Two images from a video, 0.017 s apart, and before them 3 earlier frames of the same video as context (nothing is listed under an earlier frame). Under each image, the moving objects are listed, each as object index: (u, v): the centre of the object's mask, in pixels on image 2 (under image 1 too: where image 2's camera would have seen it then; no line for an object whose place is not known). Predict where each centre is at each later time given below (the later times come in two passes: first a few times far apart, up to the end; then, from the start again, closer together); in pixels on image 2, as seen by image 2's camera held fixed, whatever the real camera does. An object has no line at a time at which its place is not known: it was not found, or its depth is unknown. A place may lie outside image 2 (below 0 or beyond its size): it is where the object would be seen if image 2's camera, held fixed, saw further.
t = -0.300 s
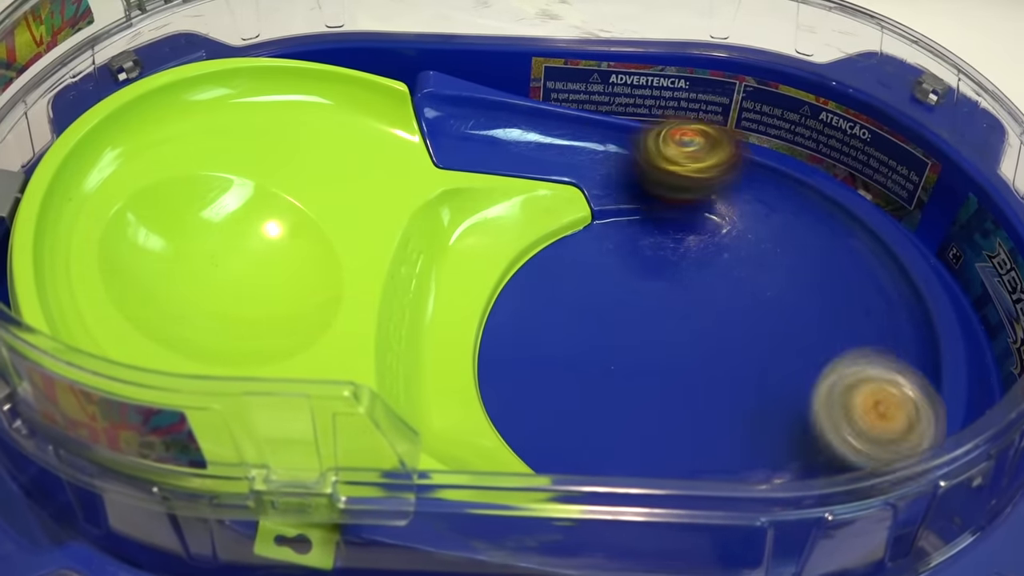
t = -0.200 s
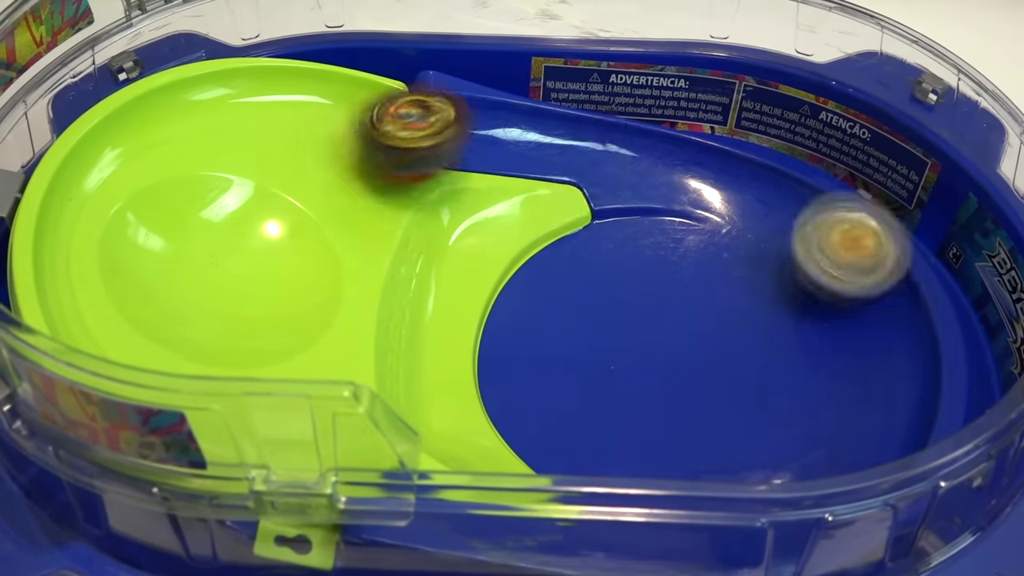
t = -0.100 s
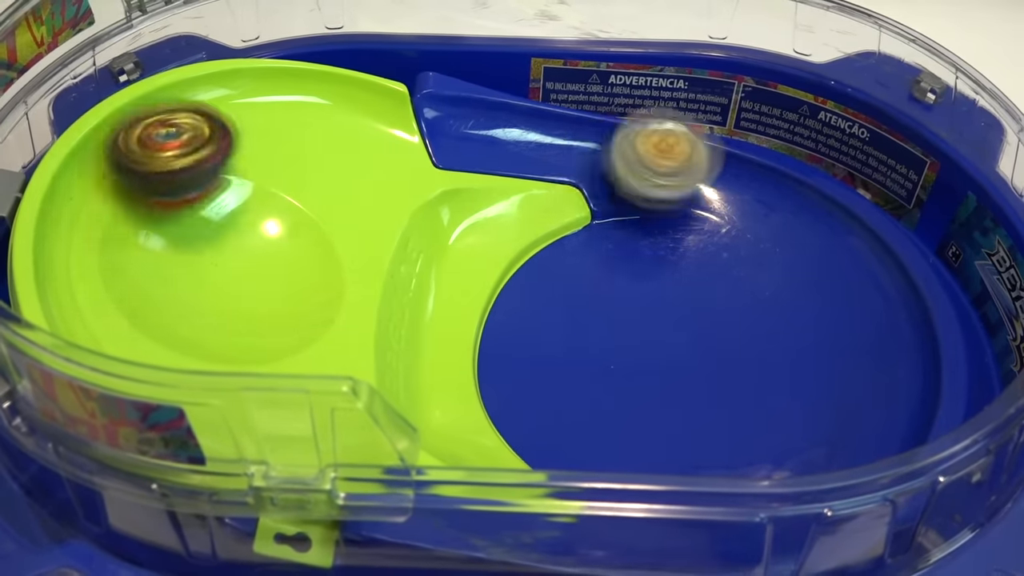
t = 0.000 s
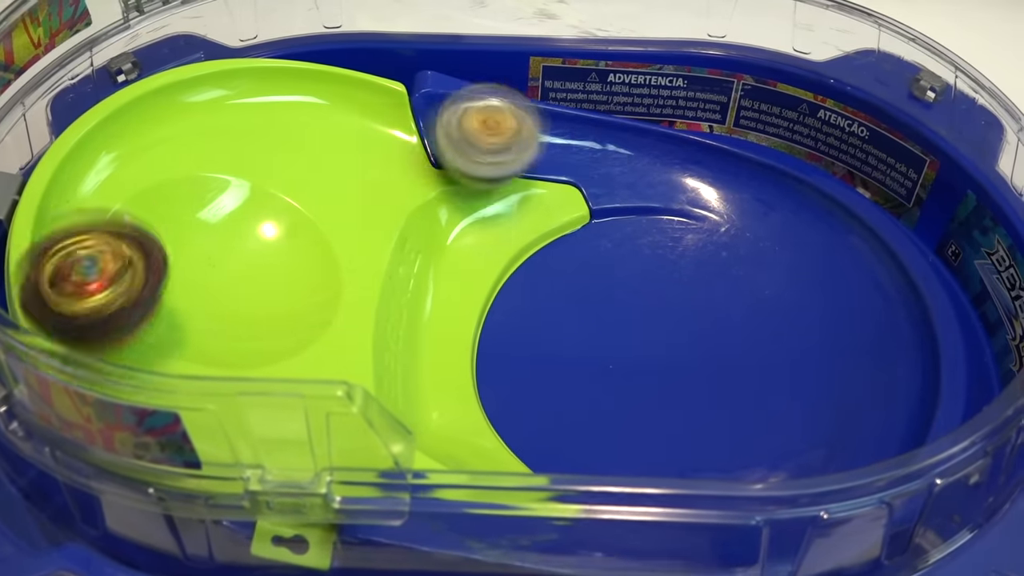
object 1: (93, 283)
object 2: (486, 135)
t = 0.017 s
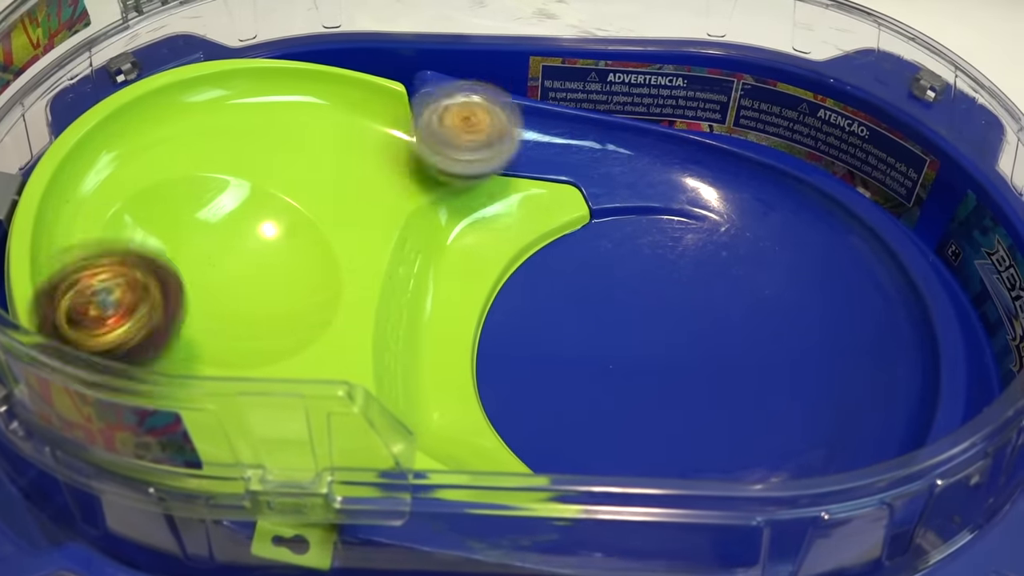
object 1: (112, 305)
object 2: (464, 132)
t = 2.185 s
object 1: (454, 382)
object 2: (178, 248)
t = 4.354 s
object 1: (584, 251)
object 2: (748, 345)
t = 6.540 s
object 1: (737, 300)
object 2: (554, 318)
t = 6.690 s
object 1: (736, 301)
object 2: (596, 314)
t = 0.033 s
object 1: (137, 340)
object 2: (446, 129)
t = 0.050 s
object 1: (175, 361)
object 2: (428, 128)
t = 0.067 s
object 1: (219, 392)
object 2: (411, 131)
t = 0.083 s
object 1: (259, 410)
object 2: (395, 135)
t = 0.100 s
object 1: (315, 414)
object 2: (380, 138)
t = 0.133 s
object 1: (420, 412)
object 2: (352, 150)
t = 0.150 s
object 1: (471, 417)
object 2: (340, 157)
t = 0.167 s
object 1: (523, 422)
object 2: (330, 166)
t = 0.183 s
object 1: (568, 428)
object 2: (323, 177)
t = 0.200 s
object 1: (618, 427)
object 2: (317, 186)
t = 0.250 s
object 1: (756, 388)
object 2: (302, 235)
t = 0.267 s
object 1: (798, 367)
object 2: (295, 249)
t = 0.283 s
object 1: (831, 344)
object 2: (288, 265)
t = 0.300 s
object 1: (868, 317)
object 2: (282, 277)
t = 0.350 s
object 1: (868, 227)
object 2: (261, 303)
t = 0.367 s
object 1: (856, 202)
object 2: (256, 310)
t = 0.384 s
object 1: (845, 181)
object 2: (252, 314)
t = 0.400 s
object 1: (830, 166)
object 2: (252, 313)
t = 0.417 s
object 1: (816, 153)
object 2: (253, 315)
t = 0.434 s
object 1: (799, 144)
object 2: (254, 313)
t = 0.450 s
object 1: (783, 139)
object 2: (260, 310)
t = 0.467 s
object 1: (769, 139)
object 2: (264, 305)
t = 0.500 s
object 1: (726, 137)
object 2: (274, 296)
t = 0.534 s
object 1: (682, 138)
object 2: (287, 275)
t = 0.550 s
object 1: (659, 142)
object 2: (293, 265)
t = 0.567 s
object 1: (635, 151)
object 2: (298, 255)
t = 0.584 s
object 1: (617, 158)
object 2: (303, 244)
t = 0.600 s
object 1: (597, 167)
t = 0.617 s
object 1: (577, 181)
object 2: (304, 226)
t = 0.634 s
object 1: (557, 196)
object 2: (303, 218)
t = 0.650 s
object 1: (539, 216)
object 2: (302, 212)
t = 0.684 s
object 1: (507, 265)
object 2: (296, 208)
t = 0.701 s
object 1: (493, 292)
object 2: (294, 209)
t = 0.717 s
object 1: (486, 325)
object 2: (292, 212)
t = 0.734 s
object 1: (491, 357)
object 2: (288, 217)
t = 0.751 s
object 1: (506, 386)
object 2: (284, 224)
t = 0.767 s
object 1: (526, 412)
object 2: (281, 232)
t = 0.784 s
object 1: (551, 428)
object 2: (277, 241)
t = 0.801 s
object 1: (579, 441)
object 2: (273, 250)
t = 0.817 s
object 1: (616, 478)
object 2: (271, 260)
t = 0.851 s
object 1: (690, 464)
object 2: (271, 274)
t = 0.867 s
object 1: (724, 462)
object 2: (269, 279)
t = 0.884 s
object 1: (764, 456)
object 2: (270, 284)
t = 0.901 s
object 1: (794, 453)
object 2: (272, 284)
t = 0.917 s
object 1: (821, 442)
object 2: (274, 289)
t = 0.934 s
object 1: (846, 430)
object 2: (276, 290)
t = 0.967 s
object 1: (879, 388)
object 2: (283, 286)
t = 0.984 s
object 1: (887, 367)
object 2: (287, 284)
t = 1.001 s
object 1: (893, 342)
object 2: (290, 282)
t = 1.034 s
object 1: (879, 293)
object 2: (295, 270)
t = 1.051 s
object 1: (870, 270)
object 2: (299, 265)
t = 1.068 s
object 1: (854, 249)
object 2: (301, 260)
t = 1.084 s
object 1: (835, 229)
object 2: (302, 254)
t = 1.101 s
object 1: (813, 212)
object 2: (301, 248)
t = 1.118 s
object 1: (789, 198)
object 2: (300, 242)
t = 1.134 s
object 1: (764, 186)
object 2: (299, 238)
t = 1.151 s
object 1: (737, 176)
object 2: (296, 237)
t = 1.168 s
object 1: (711, 169)
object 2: (291, 235)
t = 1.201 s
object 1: (660, 162)
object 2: (283, 237)
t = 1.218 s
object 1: (637, 161)
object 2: (280, 239)
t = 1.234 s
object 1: (615, 162)
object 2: (278, 242)
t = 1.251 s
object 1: (592, 167)
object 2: (275, 246)
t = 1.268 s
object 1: (569, 175)
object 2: (272, 252)
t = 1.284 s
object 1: (550, 183)
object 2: (270, 253)
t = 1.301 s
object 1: (530, 193)
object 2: (270, 259)
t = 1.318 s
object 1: (507, 206)
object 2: (272, 263)
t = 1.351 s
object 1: (462, 237)
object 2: (273, 271)
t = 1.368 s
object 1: (447, 252)
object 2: (275, 272)
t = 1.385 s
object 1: (444, 268)
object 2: (277, 274)
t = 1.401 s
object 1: (441, 290)
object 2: (280, 274)
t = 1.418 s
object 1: (439, 314)
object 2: (284, 275)
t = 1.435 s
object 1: (442, 342)
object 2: (288, 275)
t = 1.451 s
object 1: (456, 362)
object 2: (291, 273)
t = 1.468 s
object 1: (470, 380)
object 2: (294, 271)
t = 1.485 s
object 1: (488, 392)
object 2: (297, 270)
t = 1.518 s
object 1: (529, 418)
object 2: (302, 262)
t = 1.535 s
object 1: (552, 427)
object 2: (303, 257)
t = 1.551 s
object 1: (577, 435)
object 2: (305, 256)
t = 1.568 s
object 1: (606, 441)
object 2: (303, 254)
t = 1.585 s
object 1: (642, 444)
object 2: (302, 249)
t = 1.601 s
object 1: (678, 449)
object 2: (300, 247)
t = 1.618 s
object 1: (711, 450)
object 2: (297, 245)
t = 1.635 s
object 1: (744, 447)
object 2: (294, 244)
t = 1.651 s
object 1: (775, 441)
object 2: (291, 244)
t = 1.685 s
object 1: (837, 419)
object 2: (281, 246)
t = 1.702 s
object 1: (866, 402)
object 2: (278, 249)
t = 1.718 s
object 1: (885, 374)
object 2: (275, 252)
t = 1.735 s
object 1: (897, 350)
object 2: (273, 255)
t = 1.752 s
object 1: (899, 325)
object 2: (272, 258)
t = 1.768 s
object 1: (892, 299)
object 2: (272, 263)
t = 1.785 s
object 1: (883, 278)
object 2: (272, 266)
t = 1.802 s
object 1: (868, 260)
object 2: (272, 270)
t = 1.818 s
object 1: (847, 240)
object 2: (273, 272)
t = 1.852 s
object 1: (792, 206)
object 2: (278, 275)
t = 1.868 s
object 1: (764, 191)
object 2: (281, 274)
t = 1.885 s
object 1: (732, 176)
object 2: (284, 273)
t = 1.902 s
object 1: (699, 167)
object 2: (288, 272)
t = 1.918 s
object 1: (665, 158)
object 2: (292, 271)
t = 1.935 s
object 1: (630, 155)
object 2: (295, 269)
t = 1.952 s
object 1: (599, 153)
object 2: (298, 267)
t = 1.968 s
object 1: (566, 153)
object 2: (301, 264)
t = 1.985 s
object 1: (535, 157)
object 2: (303, 260)
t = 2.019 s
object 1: (481, 166)
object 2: (304, 255)
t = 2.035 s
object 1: (451, 176)
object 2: (303, 252)
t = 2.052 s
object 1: (422, 191)
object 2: (300, 250)
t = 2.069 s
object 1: (401, 205)
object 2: (298, 247)
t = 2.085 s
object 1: (398, 227)
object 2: (277, 243)
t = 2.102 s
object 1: (401, 245)
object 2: (254, 244)
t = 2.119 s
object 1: (406, 270)
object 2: (229, 244)
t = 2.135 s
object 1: (416, 291)
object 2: (207, 248)
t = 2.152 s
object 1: (427, 326)
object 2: (195, 242)
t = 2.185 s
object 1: (454, 382)
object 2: (178, 248)
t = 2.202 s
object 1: (480, 399)
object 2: (173, 254)
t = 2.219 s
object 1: (502, 415)
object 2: (177, 259)
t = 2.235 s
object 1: (531, 425)
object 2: (183, 268)
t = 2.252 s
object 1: (562, 433)
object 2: (194, 275)
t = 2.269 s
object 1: (592, 439)
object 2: (208, 282)
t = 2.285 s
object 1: (621, 451)
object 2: (227, 288)
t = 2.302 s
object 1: (655, 455)
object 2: (248, 291)
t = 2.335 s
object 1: (713, 458)
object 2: (287, 290)
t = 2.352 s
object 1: (743, 452)
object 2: (306, 282)
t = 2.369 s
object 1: (763, 447)
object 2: (323, 277)
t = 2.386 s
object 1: (783, 441)
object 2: (342, 276)
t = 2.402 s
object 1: (807, 431)
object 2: (361, 277)
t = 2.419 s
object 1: (818, 423)
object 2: (381, 278)
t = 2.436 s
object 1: (834, 409)
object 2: (402, 280)
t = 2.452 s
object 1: (845, 394)
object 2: (425, 286)
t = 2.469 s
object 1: (848, 382)
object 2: (445, 295)
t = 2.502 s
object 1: (855, 358)
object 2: (494, 315)
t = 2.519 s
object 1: (856, 345)
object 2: (522, 319)
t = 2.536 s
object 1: (854, 334)
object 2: (547, 324)
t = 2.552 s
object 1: (847, 326)
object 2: (570, 325)
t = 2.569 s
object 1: (844, 317)
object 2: (595, 328)
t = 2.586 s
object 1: (837, 309)
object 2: (619, 332)
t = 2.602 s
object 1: (828, 303)
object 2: (642, 336)
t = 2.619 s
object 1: (822, 297)
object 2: (665, 339)
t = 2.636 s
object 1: (811, 291)
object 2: (686, 343)
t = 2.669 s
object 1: (814, 276)
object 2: (705, 354)
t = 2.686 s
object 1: (824, 253)
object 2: (693, 370)
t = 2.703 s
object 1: (838, 227)
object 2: (685, 384)
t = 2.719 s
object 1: (837, 213)
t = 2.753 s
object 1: (797, 193)
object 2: (662, 416)
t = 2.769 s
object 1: (785, 188)
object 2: (656, 423)
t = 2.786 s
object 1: (769, 192)
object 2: (651, 430)
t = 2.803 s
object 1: (744, 195)
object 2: (647, 433)
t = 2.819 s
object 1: (723, 199)
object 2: (646, 436)
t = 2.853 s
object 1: (677, 232)
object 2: (646, 439)
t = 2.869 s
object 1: (652, 248)
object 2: (646, 440)
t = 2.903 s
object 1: (625, 256)
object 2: (648, 439)
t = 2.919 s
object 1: (612, 259)
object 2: (650, 437)
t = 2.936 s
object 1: (594, 265)
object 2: (649, 437)
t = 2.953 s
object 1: (583, 273)
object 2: (648, 435)
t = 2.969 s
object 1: (571, 284)
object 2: (649, 432)
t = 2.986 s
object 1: (559, 288)
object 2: (649, 429)
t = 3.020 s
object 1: (544, 311)
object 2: (651, 420)
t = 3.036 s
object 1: (539, 321)
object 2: (651, 413)
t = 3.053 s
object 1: (531, 330)
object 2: (653, 406)
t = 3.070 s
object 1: (527, 337)
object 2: (655, 398)
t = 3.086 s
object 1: (526, 345)
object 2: (657, 390)
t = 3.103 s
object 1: (522, 352)
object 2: (659, 382)
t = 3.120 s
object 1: (523, 358)
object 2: (663, 374)
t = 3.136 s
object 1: (519, 362)
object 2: (667, 366)
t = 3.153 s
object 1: (520, 364)
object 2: (671, 359)
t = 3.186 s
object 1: (522, 369)
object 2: (680, 346)
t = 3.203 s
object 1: (526, 370)
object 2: (683, 340)
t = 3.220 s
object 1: (525, 370)
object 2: (686, 335)
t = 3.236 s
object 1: (529, 370)
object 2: (690, 330)
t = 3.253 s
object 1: (530, 371)
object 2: (693, 327)
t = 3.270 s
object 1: (533, 370)
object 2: (696, 324)
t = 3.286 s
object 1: (537, 371)
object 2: (697, 322)
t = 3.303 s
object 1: (540, 369)
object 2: (699, 321)
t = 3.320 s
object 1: (546, 368)
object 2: (700, 320)
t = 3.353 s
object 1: (555, 369)
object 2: (699, 320)
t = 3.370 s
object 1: (562, 371)
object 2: (698, 320)
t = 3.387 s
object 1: (565, 369)
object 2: (698, 320)
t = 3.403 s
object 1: (571, 368)
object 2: (696, 320)
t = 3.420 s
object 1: (575, 366)
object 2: (694, 321)
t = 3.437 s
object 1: (580, 364)
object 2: (692, 321)
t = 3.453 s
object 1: (587, 364)
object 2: (690, 322)
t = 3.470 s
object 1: (584, 362)
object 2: (694, 319)
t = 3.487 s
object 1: (579, 363)
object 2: (706, 316)
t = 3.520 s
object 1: (566, 362)
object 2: (725, 310)
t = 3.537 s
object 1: (565, 360)
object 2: (734, 308)
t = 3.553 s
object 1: (563, 359)
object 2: (743, 307)
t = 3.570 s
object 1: (564, 357)
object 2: (748, 305)
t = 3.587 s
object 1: (566, 357)
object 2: (753, 305)
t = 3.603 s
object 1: (565, 356)
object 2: (756, 304)
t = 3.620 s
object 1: (567, 355)
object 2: (757, 304)
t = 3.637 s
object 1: (568, 355)
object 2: (757, 304)
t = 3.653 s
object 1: (569, 354)
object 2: (757, 305)
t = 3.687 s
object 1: (575, 356)
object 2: (751, 307)
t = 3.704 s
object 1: (575, 356)
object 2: (747, 308)
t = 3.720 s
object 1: (579, 357)
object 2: (742, 309)
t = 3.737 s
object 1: (579, 357)
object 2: (736, 311)
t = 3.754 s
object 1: (580, 357)
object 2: (731, 312)
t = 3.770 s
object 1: (586, 356)
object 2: (724, 314)
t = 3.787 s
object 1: (588, 358)
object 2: (718, 317)
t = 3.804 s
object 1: (591, 357)
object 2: (713, 319)
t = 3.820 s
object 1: (595, 358)
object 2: (706, 320)
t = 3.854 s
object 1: (575, 362)
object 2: (711, 322)
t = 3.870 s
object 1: (570, 366)
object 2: (715, 321)
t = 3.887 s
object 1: (561, 368)
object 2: (717, 320)
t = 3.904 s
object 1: (556, 365)
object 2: (720, 320)
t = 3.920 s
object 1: (553, 363)
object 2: (721, 319)
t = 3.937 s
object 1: (550, 364)
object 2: (721, 318)
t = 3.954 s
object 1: (546, 360)
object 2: (721, 317)
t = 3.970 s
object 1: (546, 358)
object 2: (719, 315)
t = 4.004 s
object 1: (546, 355)
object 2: (715, 312)
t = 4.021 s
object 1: (548, 354)
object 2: (712, 311)
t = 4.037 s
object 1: (551, 351)
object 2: (710, 310)
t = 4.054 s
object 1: (552, 350)
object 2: (706, 308)
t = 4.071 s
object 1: (554, 346)
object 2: (702, 307)
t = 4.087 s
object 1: (559, 345)
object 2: (698, 305)
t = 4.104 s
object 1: (564, 341)
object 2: (693, 305)
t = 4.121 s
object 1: (566, 338)
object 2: (691, 304)
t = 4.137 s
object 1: (569, 334)
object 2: (686, 303)
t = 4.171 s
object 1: (572, 331)
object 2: (683, 304)
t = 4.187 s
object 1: (572, 323)
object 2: (687, 307)
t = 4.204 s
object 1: (574, 315)
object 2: (689, 311)
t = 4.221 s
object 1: (579, 312)
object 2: (692, 313)
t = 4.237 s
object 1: (583, 309)
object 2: (697, 317)
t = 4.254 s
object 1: (582, 295)
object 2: (707, 325)
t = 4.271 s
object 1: (581, 282)
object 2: (715, 328)
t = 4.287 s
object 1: (580, 273)
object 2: (720, 333)
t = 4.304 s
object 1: (581, 267)
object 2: (729, 338)
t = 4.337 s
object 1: (582, 257)
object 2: (743, 344)
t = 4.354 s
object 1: (584, 251)
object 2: (748, 345)
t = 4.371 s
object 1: (588, 245)
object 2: (752, 347)
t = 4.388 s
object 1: (591, 240)
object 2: (758, 348)
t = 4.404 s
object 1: (595, 237)
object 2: (762, 349)
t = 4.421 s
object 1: (600, 235)
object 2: (766, 348)
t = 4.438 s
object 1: (604, 236)
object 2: (767, 347)
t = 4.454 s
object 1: (610, 239)
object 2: (770, 347)
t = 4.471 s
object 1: (614, 243)
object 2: (771, 346)
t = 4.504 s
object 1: (620, 250)
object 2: (772, 341)
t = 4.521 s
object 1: (623, 254)
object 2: (771, 339)
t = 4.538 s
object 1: (626, 259)
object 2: (771, 338)
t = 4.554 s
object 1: (630, 262)
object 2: (770, 334)
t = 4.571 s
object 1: (633, 266)
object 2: (768, 331)
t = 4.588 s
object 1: (636, 269)
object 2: (765, 329)
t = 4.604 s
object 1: (639, 272)
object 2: (762, 327)
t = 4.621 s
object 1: (641, 275)
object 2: (760, 324)
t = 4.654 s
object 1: (647, 280)
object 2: (753, 318)
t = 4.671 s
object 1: (648, 283)
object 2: (749, 316)
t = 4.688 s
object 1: (649, 284)
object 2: (746, 315)
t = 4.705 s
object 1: (651, 277)
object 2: (746, 318)
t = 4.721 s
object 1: (651, 271)
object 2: (742, 322)
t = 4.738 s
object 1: (649, 269)
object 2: (741, 326)
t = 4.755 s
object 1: (641, 264)
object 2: (747, 332)
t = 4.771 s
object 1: (631, 263)
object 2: (752, 337)
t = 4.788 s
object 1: (624, 258)
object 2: (754, 345)
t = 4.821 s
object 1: (609, 255)
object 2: (759, 358)
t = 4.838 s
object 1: (604, 254)
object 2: (761, 364)
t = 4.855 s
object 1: (598, 255)
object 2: (761, 370)
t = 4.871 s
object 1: (593, 257)
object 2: (762, 376)
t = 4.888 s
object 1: (591, 259)
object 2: (763, 381)
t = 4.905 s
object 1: (589, 262)
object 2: (764, 384)
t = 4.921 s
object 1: (587, 265)
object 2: (763, 390)
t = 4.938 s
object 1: (587, 269)
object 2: (764, 393)
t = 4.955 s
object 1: (587, 275)
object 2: (765, 397)
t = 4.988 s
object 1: (592, 290)
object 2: (762, 401)
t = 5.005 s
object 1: (592, 300)
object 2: (761, 402)
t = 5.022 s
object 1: (595, 307)
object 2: (760, 403)
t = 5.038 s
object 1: (598, 314)
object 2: (757, 404)
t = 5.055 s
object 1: (602, 322)
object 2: (756, 404)
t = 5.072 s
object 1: (608, 329)
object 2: (754, 405)
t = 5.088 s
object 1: (615, 337)
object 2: (752, 403)
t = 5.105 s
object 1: (621, 342)
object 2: (748, 403)
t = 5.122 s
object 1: (628, 348)
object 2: (747, 401)
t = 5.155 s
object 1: (628, 339)
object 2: (757, 413)
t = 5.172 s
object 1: (625, 331)
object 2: (764, 418)
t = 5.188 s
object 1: (619, 325)
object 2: (766, 422)
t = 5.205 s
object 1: (613, 320)
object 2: (766, 425)
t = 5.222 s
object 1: (607, 317)
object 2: (766, 426)
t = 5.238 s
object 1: (604, 314)
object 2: (764, 428)
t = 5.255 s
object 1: (602, 312)
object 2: (762, 429)
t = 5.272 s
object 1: (602, 308)
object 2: (760, 429)
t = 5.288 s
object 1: (604, 306)
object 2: (757, 431)
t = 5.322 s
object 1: (605, 305)
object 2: (751, 429)
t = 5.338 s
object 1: (605, 306)
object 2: (749, 429)
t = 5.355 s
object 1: (606, 307)
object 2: (745, 428)
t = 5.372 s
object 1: (606, 308)
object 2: (741, 427)
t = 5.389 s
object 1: (607, 310)
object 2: (737, 426)
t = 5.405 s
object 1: (607, 311)
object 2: (733, 423)
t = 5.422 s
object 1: (607, 313)
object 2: (728, 421)
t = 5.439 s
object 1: (609, 315)
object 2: (723, 419)
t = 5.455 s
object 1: (609, 317)
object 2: (718, 416)
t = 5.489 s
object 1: (610, 321)
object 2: (708, 410)
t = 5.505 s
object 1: (610, 323)
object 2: (702, 406)
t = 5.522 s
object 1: (610, 324)
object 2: (697, 404)
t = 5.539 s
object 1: (606, 313)
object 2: (697, 411)
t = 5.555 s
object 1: (601, 301)
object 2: (697, 414)
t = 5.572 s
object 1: (598, 291)
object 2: (695, 419)
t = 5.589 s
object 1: (595, 283)
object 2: (693, 423)
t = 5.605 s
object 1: (595, 274)
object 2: (691, 425)
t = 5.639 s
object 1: (595, 262)
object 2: (687, 426)
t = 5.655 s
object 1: (595, 258)
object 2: (682, 425)
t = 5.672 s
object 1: (597, 255)
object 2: (680, 424)
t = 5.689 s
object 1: (603, 252)
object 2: (677, 424)
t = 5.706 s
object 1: (609, 249)
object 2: (671, 422)
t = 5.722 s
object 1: (614, 248)
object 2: (668, 420)
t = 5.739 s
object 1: (618, 249)
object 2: (664, 419)
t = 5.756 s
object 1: (624, 251)
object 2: (658, 415)
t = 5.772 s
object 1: (629, 253)
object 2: (653, 412)
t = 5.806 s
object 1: (641, 257)
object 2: (643, 405)
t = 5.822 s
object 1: (646, 259)
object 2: (638, 402)
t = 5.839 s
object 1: (650, 262)
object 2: (632, 396)
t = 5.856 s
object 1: (654, 264)
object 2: (629, 393)
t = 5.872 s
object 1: (657, 268)
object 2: (624, 389)
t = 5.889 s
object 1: (661, 272)
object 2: (619, 383)
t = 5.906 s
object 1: (663, 276)
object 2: (614, 379)
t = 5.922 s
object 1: (665, 281)
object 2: (611, 374)
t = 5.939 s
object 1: (666, 287)
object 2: (605, 368)
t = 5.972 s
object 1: (670, 294)
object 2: (596, 357)
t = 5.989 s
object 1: (671, 297)
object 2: (592, 353)
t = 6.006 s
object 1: (672, 300)
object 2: (587, 348)
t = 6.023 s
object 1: (672, 302)
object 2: (583, 342)
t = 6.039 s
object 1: (672, 304)
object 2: (580, 337)
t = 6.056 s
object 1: (673, 307)
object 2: (575, 332)
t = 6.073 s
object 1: (687, 302)
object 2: (555, 332)
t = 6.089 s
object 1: (702, 298)
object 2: (539, 330)
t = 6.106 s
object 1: (714, 295)
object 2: (524, 327)
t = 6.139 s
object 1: (738, 291)
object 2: (503, 322)
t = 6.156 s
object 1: (747, 289)
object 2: (505, 320)
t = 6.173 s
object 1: (754, 289)
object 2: (506, 319)
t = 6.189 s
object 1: (759, 289)
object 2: (507, 322)
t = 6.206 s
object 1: (763, 290)
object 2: (510, 323)
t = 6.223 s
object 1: (766, 290)
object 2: (513, 321)
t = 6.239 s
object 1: (765, 292)
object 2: (518, 324)
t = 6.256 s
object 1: (765, 293)
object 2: (521, 324)
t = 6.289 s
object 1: (760, 294)
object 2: (525, 324)
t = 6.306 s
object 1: (757, 294)
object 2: (527, 322)
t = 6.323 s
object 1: (754, 294)
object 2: (529, 323)
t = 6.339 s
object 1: (752, 295)
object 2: (532, 324)
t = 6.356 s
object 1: (751, 295)
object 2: (533, 325)
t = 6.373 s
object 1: (748, 295)
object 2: (535, 326)
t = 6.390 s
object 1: (746, 295)
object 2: (535, 325)
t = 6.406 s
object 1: (744, 295)
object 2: (536, 324)
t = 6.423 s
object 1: (743, 296)
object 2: (538, 323)
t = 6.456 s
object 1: (740, 298)
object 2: (543, 323)
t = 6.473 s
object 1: (739, 299)
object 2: (545, 324)
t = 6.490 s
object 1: (738, 299)
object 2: (546, 323)
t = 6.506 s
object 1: (738, 300)
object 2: (548, 322)
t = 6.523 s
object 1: (737, 300)
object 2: (549, 320)
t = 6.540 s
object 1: (737, 300)
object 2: (554, 318)
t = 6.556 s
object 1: (737, 300)
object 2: (558, 319)
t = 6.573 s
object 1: (737, 300)
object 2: (562, 318)
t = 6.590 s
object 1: (737, 300)
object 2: (565, 318)
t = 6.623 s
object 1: (736, 301)
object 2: (572, 316)
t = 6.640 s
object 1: (736, 301)
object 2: (578, 315)
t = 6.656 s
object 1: (736, 301)
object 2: (584, 314)
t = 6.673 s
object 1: (736, 301)
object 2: (590, 315)
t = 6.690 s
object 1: (736, 301)
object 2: (596, 314)
